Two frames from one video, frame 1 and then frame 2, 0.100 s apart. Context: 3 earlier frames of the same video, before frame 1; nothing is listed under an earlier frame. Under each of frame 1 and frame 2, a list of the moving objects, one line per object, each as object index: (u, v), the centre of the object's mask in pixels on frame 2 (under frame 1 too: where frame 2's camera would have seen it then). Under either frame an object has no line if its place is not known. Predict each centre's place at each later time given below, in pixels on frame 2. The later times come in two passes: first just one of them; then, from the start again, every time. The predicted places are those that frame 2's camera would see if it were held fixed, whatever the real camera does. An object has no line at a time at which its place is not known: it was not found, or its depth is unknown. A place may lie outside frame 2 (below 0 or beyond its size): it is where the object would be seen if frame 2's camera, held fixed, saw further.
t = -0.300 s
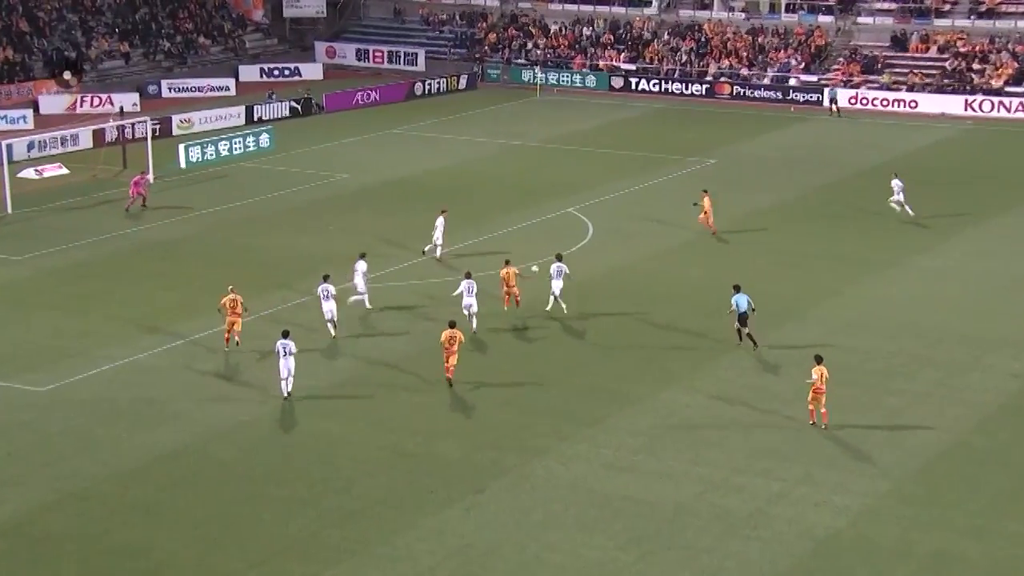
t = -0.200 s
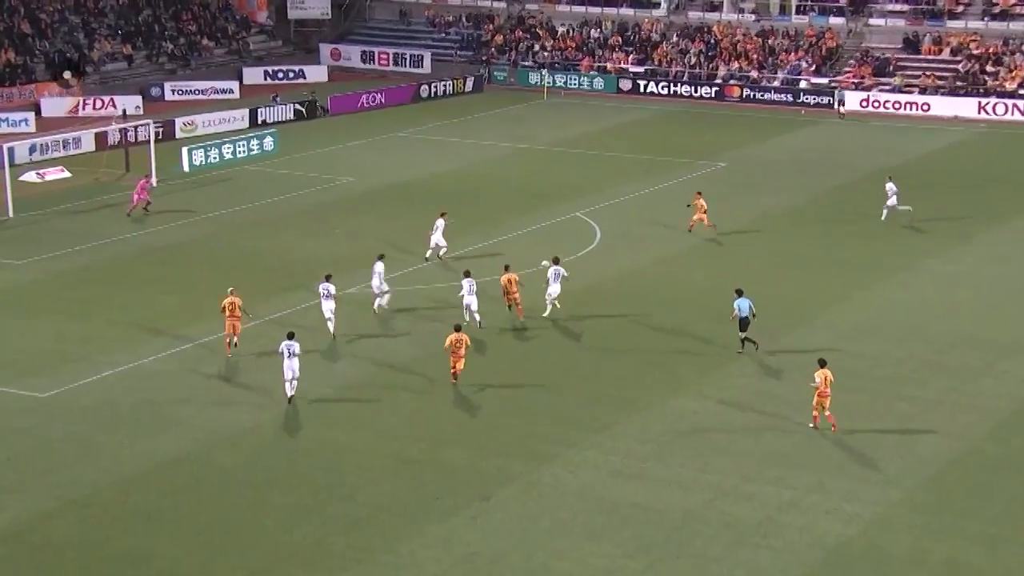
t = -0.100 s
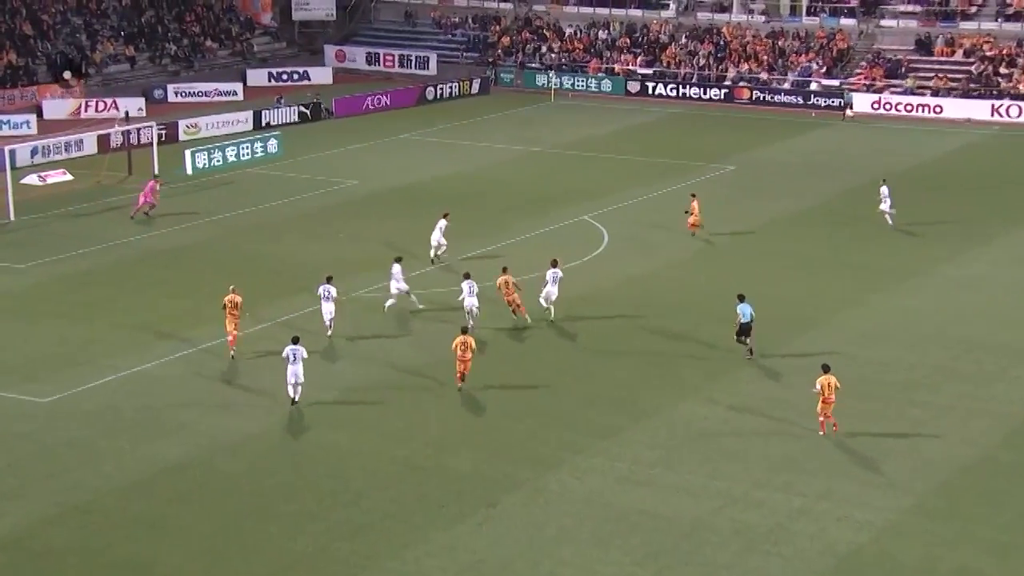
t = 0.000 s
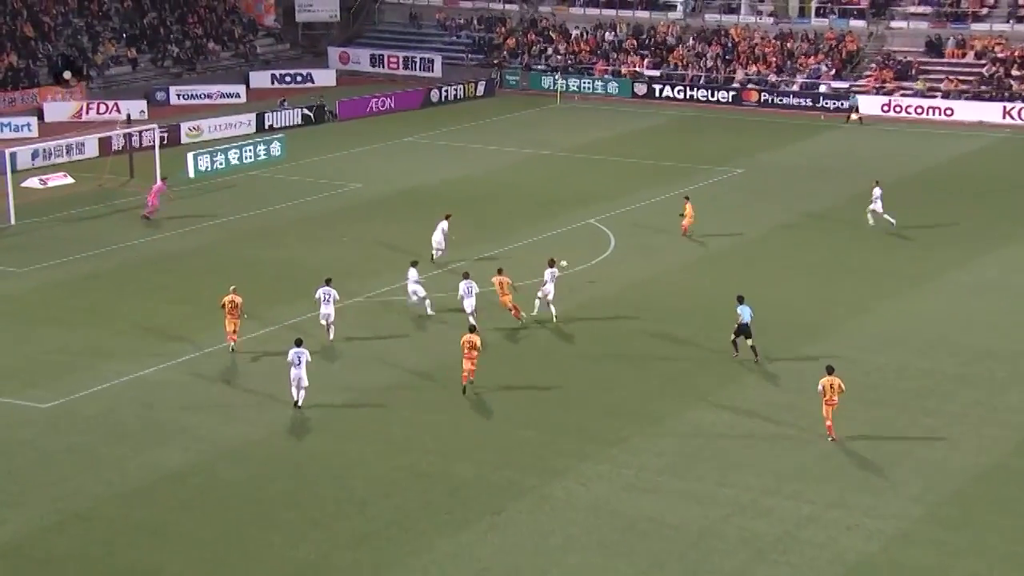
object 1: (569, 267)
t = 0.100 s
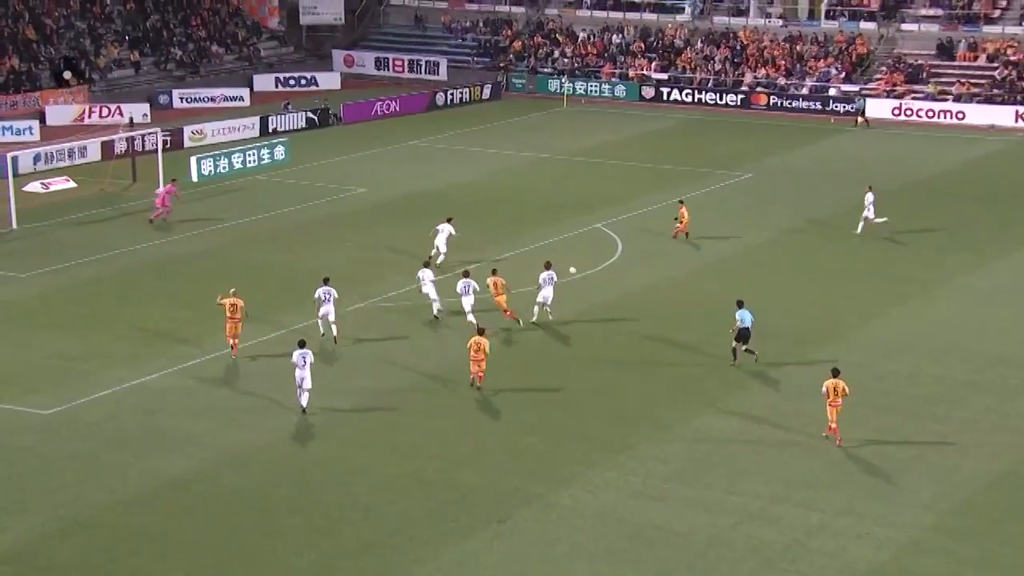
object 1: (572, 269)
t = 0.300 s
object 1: (574, 252)
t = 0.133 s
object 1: (573, 271)
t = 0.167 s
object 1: (574, 268)
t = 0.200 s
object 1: (573, 263)
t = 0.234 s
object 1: (572, 257)
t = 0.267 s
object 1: (574, 255)
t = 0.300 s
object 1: (574, 252)
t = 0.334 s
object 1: (575, 249)
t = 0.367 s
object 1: (575, 247)
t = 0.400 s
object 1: (576, 245)
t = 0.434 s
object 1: (577, 243)
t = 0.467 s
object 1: (576, 242)
